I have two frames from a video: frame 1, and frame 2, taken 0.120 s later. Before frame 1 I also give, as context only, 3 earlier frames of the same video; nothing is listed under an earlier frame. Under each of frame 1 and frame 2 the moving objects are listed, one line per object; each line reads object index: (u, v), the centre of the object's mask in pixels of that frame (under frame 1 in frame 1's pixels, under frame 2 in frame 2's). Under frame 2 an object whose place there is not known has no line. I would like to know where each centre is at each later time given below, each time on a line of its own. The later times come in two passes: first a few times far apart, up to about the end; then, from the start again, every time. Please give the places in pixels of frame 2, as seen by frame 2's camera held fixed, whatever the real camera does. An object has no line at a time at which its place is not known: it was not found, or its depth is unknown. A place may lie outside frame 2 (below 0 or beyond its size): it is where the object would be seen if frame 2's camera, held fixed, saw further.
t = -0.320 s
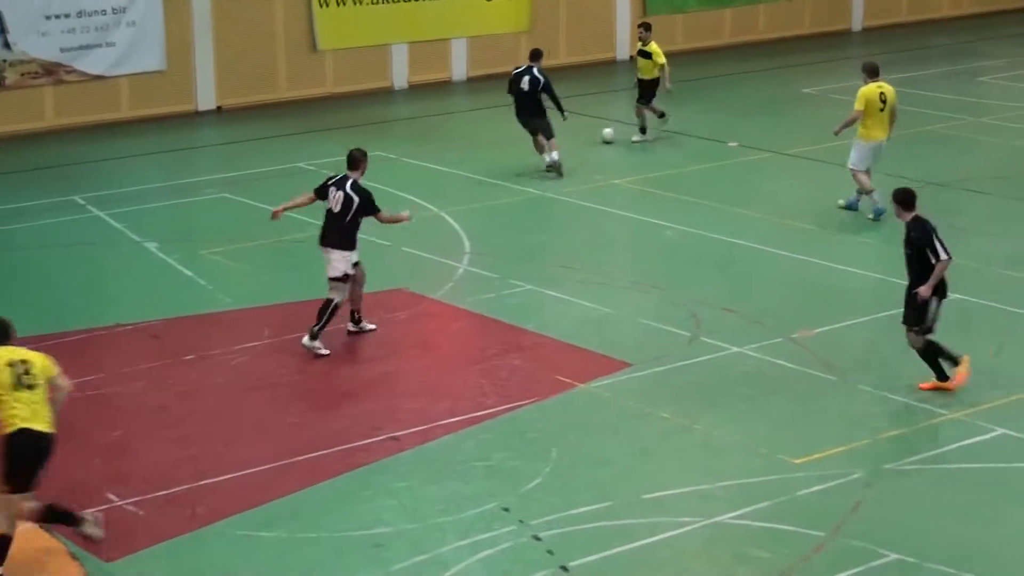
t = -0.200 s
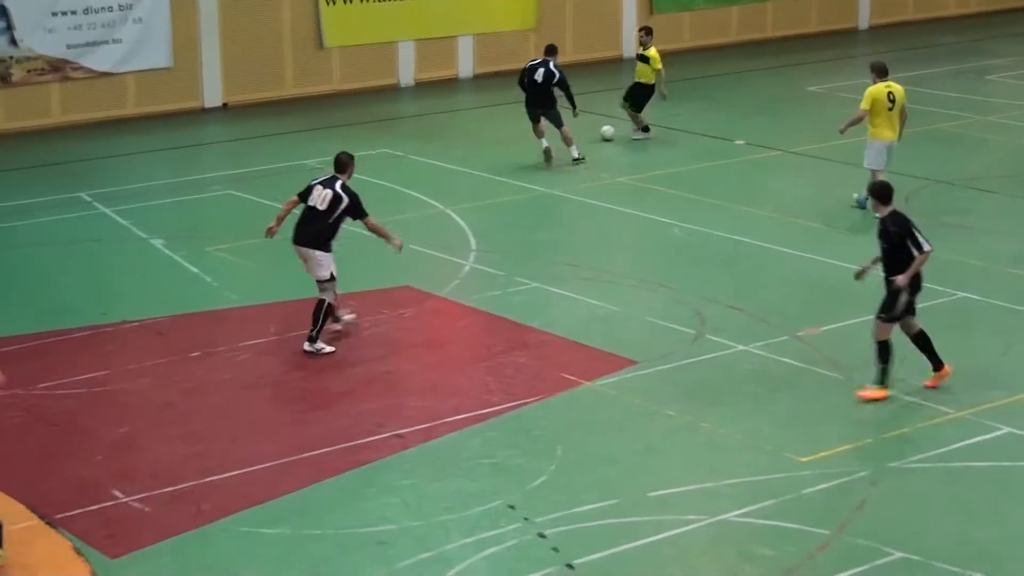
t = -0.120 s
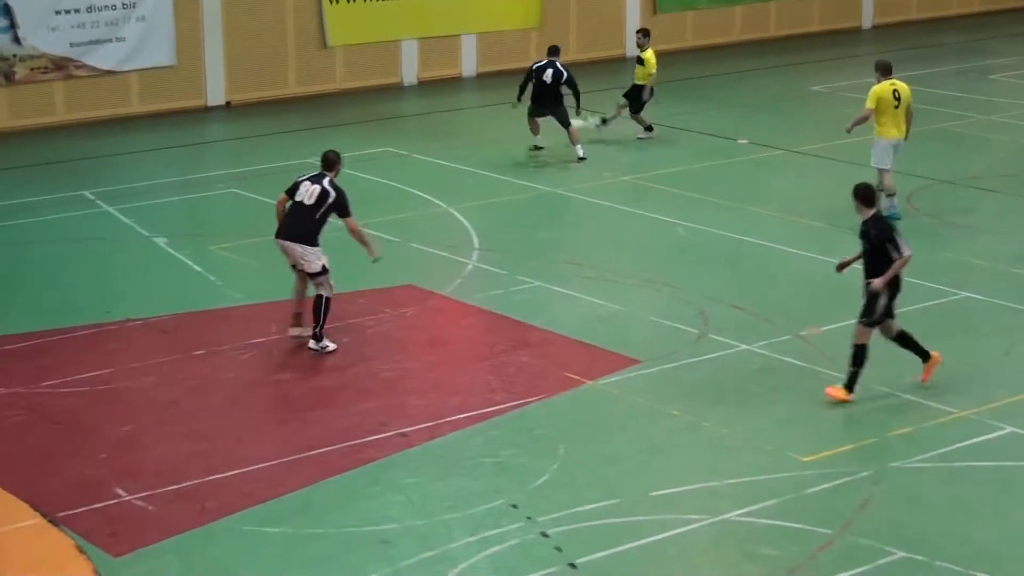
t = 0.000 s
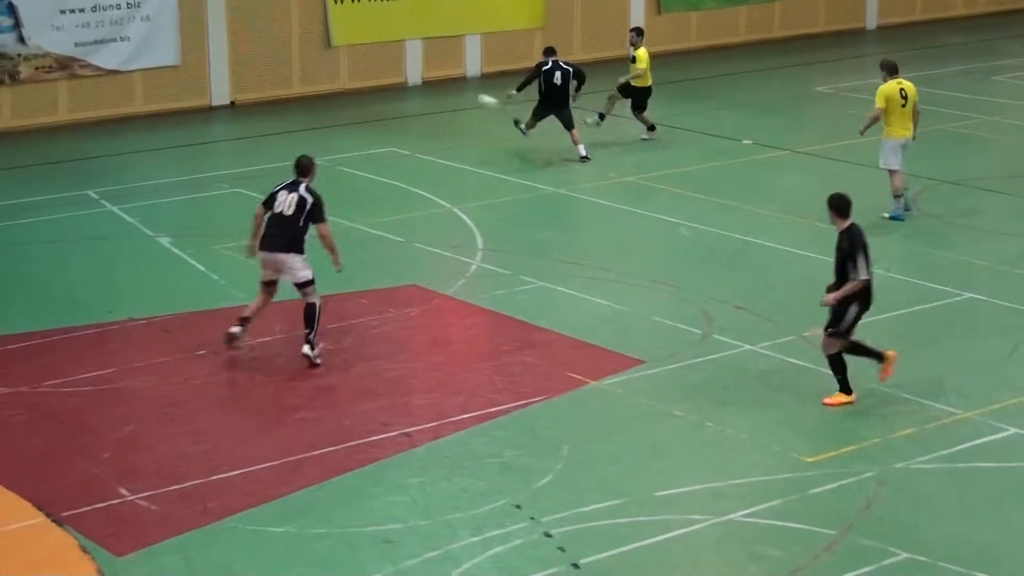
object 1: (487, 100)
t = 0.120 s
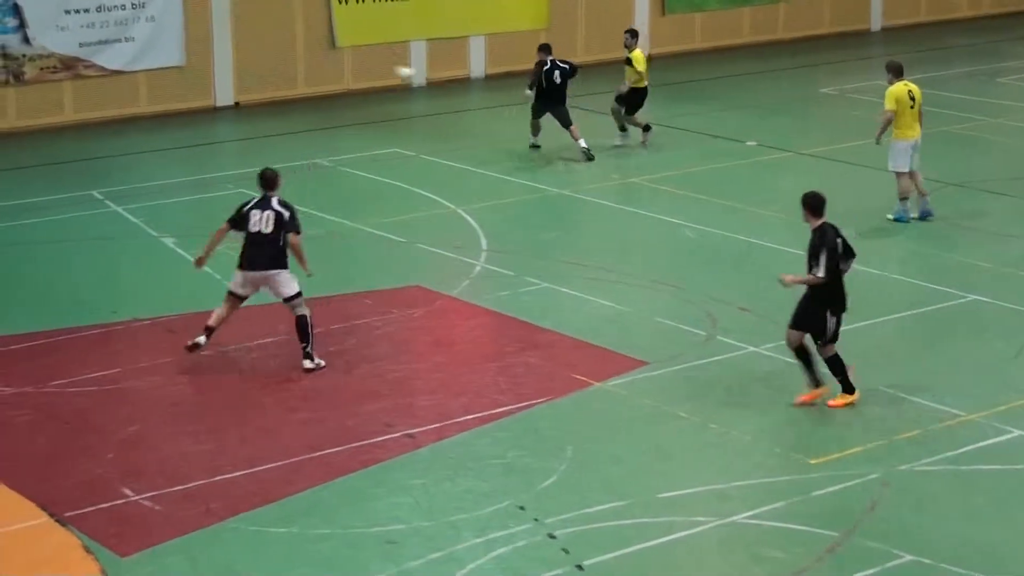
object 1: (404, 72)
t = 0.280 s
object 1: (287, 50)
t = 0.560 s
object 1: (74, 61)
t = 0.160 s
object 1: (378, 65)
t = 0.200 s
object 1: (347, 58)
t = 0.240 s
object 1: (317, 54)
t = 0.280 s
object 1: (287, 50)
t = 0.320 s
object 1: (256, 47)
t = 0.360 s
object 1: (227, 47)
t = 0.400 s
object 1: (196, 45)
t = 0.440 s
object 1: (166, 49)
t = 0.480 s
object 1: (135, 51)
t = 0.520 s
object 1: (107, 56)
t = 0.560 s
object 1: (74, 61)
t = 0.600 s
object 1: (45, 68)
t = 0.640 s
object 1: (12, 77)
